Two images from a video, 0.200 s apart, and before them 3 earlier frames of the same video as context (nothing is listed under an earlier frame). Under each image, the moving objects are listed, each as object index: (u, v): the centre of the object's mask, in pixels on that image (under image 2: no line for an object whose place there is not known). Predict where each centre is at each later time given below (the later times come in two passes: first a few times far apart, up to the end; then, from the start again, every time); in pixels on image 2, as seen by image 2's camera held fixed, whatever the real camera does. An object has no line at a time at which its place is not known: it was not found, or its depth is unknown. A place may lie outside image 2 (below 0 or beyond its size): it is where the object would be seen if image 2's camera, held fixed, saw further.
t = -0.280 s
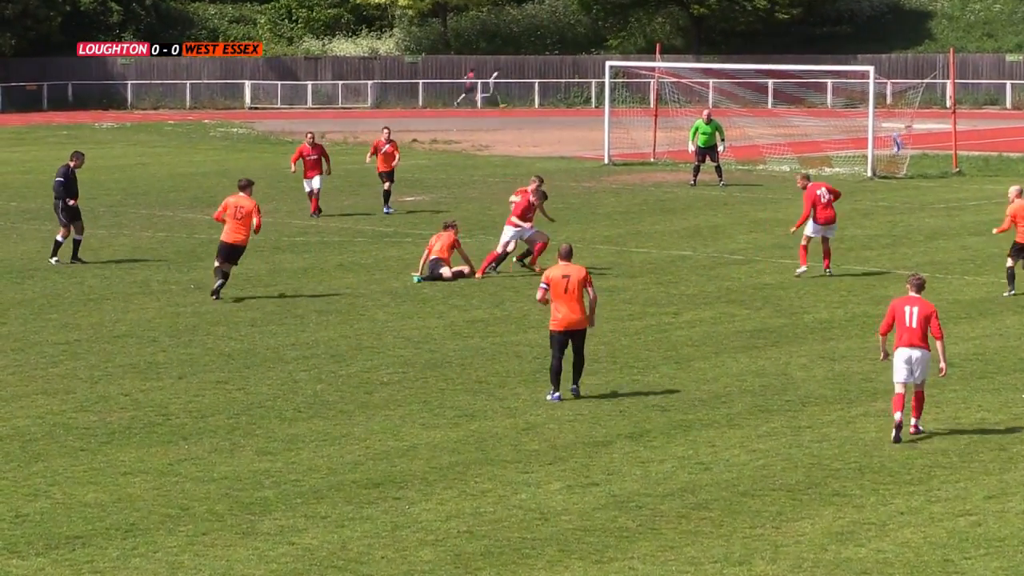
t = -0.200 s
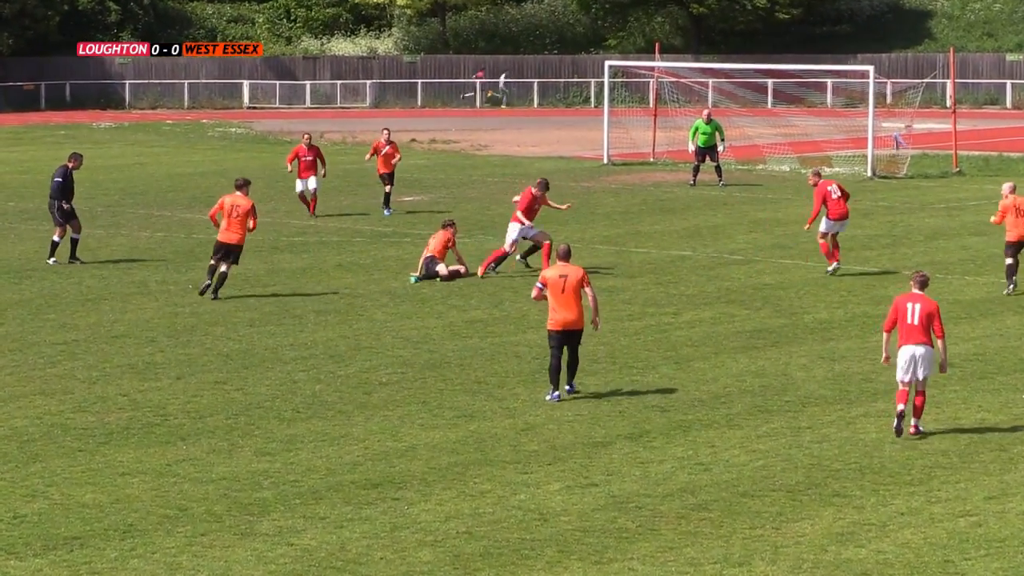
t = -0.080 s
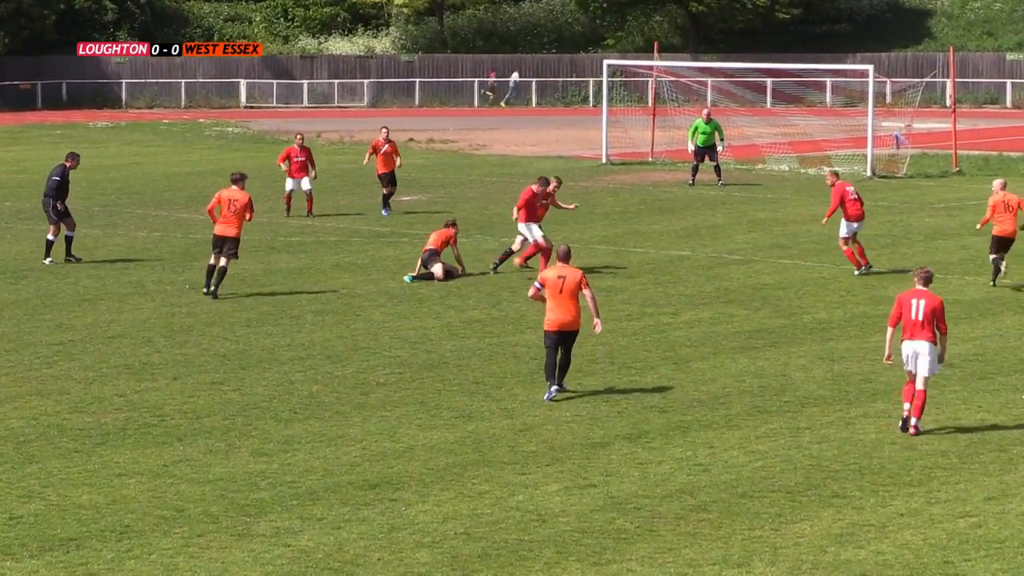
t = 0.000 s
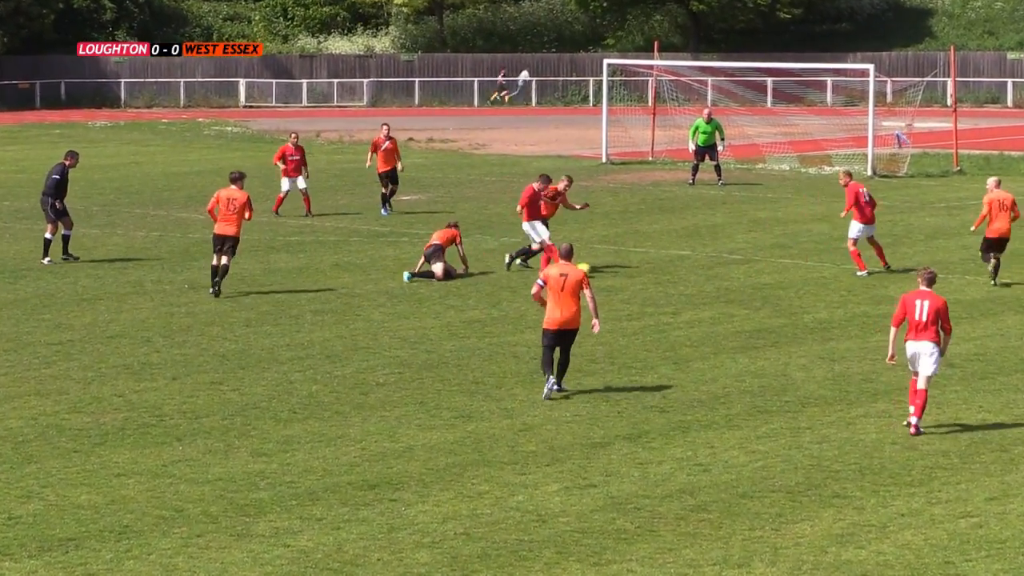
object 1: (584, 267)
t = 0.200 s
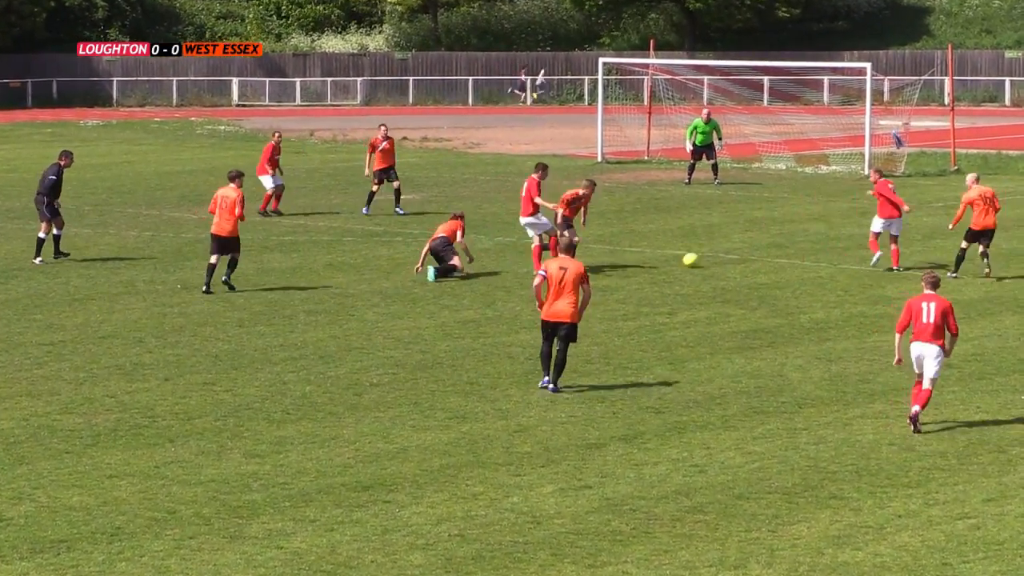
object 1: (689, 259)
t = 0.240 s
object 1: (710, 258)
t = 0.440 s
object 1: (792, 245)
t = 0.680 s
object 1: (872, 239)
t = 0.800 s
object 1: (904, 234)
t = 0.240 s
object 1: (710, 258)
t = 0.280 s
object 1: (728, 256)
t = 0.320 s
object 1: (748, 255)
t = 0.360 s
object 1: (762, 251)
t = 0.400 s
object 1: (777, 247)
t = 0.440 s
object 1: (792, 245)
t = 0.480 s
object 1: (807, 244)
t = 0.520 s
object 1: (822, 243)
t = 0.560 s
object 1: (836, 243)
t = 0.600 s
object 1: (850, 244)
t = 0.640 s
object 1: (862, 242)
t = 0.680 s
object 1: (872, 239)
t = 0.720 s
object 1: (883, 237)
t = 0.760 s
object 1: (893, 235)
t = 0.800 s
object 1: (904, 234)
